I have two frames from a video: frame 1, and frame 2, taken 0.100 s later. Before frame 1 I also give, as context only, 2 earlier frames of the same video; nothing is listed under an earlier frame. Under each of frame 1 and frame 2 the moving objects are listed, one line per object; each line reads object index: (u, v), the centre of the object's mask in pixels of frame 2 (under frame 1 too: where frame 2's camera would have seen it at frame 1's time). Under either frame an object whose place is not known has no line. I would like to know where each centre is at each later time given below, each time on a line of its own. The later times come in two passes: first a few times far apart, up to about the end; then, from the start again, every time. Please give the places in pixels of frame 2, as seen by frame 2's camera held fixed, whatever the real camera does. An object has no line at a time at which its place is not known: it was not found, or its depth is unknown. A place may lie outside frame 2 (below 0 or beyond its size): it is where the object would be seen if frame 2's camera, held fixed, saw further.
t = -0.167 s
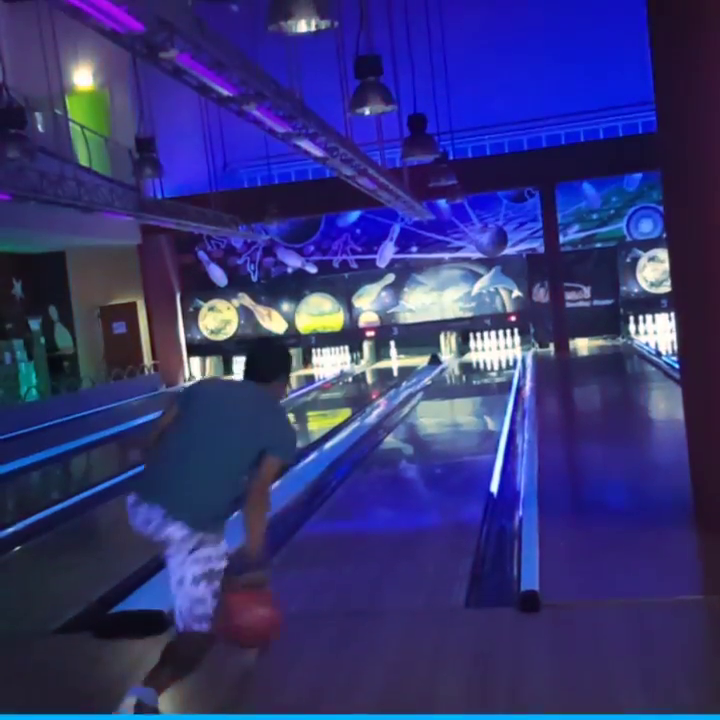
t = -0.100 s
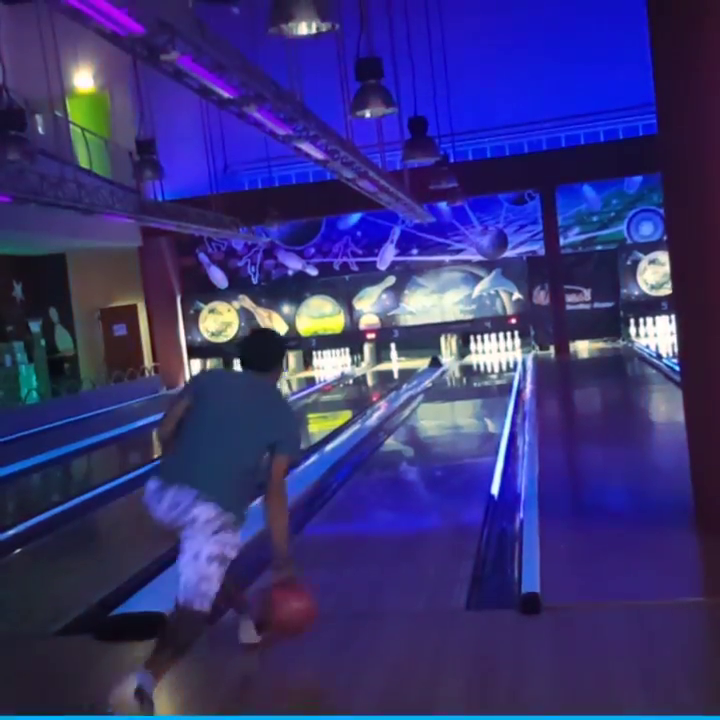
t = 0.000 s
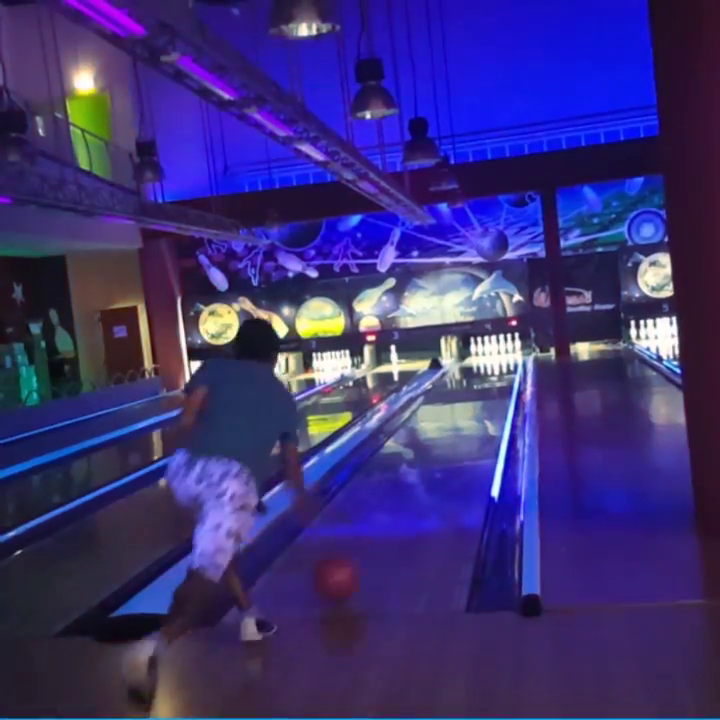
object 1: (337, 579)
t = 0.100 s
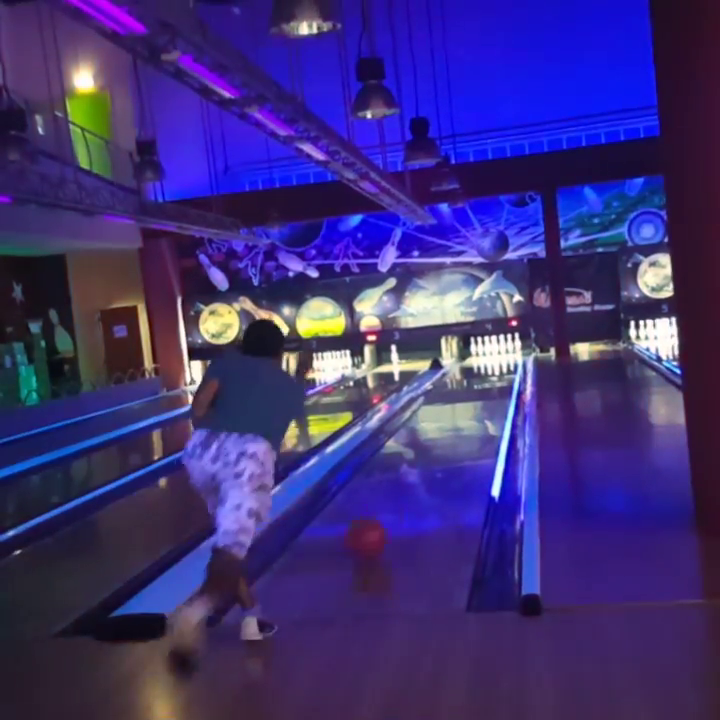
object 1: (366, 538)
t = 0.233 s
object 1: (398, 499)
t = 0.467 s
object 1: (432, 454)
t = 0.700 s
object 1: (454, 426)
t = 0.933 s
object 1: (468, 406)
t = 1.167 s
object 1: (478, 393)
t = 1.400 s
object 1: (486, 383)
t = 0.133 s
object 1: (376, 527)
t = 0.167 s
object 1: (385, 517)
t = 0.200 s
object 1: (391, 508)
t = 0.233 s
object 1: (398, 499)
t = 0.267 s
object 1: (404, 491)
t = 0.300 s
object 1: (409, 484)
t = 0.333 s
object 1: (415, 477)
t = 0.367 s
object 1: (419, 471)
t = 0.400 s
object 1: (424, 465)
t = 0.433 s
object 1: (429, 460)
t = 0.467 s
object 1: (432, 454)
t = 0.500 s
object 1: (436, 450)
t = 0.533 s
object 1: (440, 446)
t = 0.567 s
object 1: (443, 441)
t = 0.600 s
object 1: (446, 437)
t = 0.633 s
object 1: (449, 433)
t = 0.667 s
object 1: (452, 430)
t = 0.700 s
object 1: (454, 426)
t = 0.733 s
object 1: (457, 423)
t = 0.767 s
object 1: (459, 420)
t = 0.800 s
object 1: (461, 417)
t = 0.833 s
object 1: (463, 414)
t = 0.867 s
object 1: (465, 412)
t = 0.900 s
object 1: (467, 409)
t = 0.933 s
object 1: (468, 406)
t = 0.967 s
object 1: (470, 405)
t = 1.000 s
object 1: (472, 403)
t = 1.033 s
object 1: (473, 401)
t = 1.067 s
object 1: (474, 400)
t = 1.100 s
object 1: (476, 397)
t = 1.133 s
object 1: (477, 395)
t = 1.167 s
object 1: (478, 393)
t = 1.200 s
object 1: (479, 392)
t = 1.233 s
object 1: (481, 389)
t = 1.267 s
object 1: (482, 388)
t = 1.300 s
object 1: (484, 387)
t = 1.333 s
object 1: (484, 385)
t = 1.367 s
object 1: (485, 384)
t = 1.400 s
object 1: (486, 383)
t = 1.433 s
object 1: (487, 381)
